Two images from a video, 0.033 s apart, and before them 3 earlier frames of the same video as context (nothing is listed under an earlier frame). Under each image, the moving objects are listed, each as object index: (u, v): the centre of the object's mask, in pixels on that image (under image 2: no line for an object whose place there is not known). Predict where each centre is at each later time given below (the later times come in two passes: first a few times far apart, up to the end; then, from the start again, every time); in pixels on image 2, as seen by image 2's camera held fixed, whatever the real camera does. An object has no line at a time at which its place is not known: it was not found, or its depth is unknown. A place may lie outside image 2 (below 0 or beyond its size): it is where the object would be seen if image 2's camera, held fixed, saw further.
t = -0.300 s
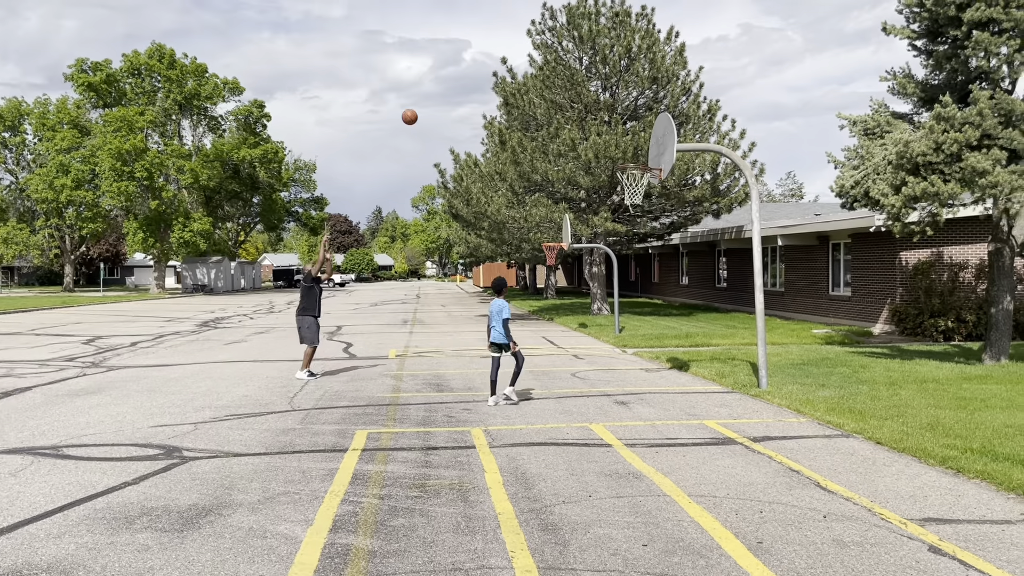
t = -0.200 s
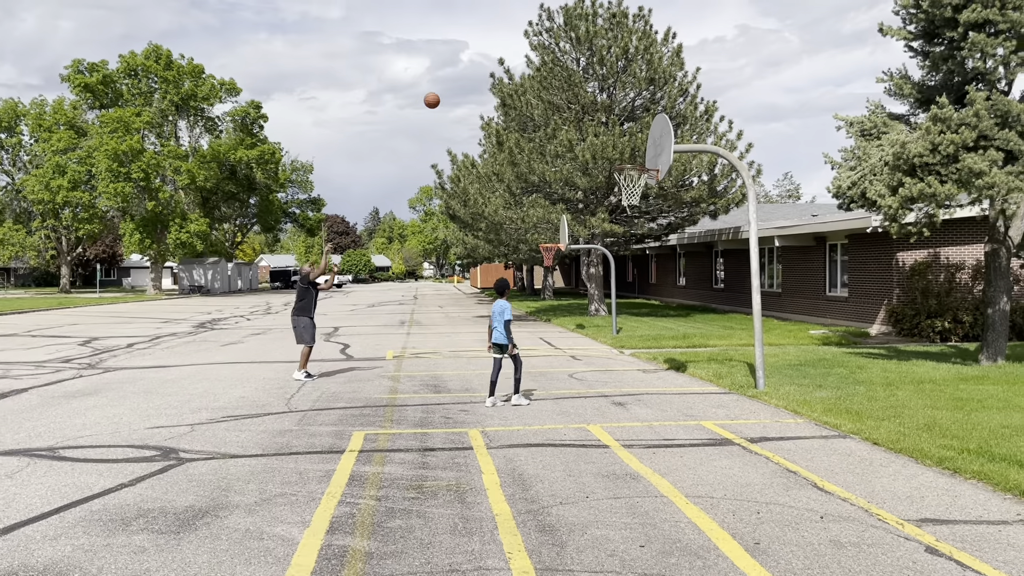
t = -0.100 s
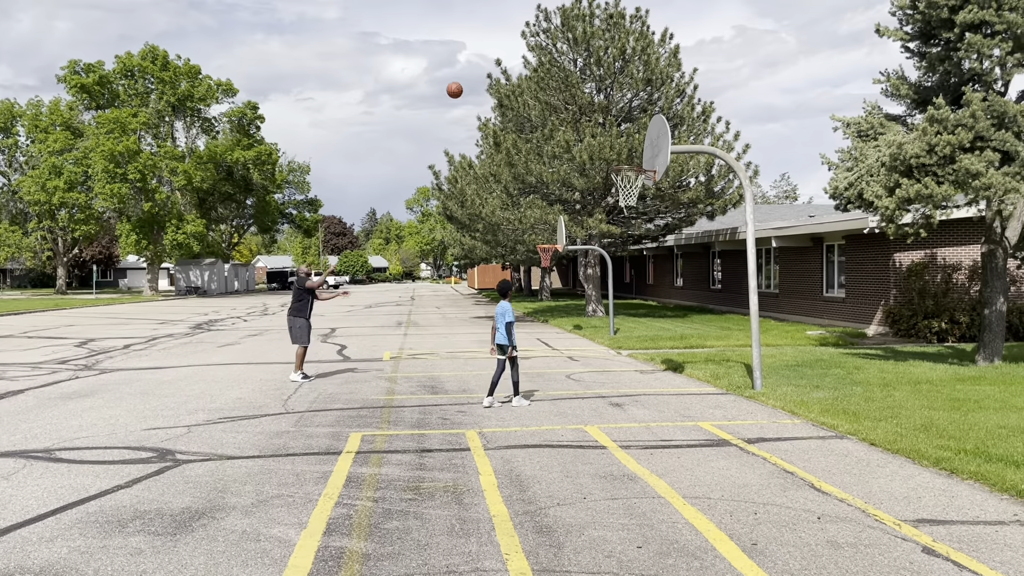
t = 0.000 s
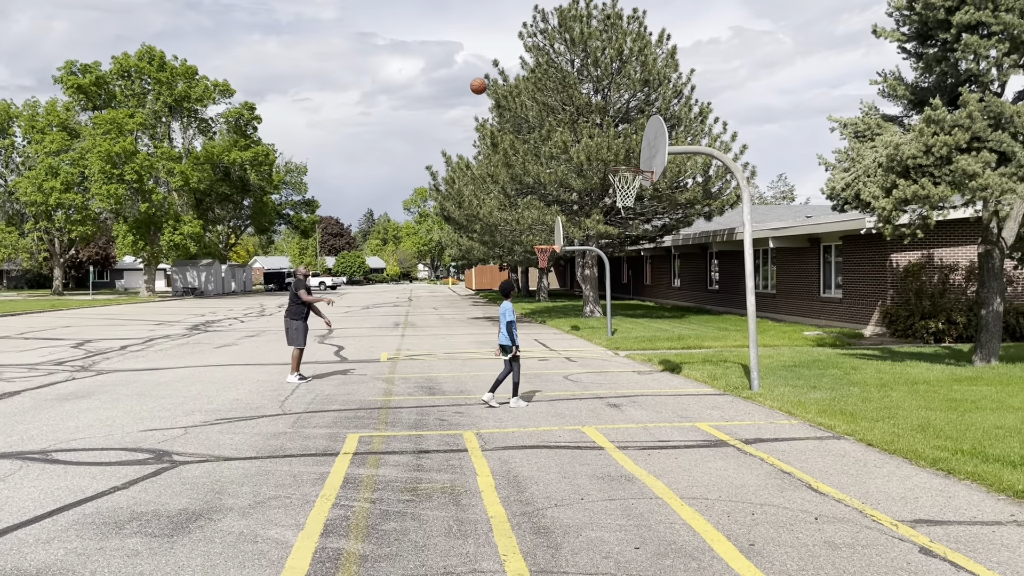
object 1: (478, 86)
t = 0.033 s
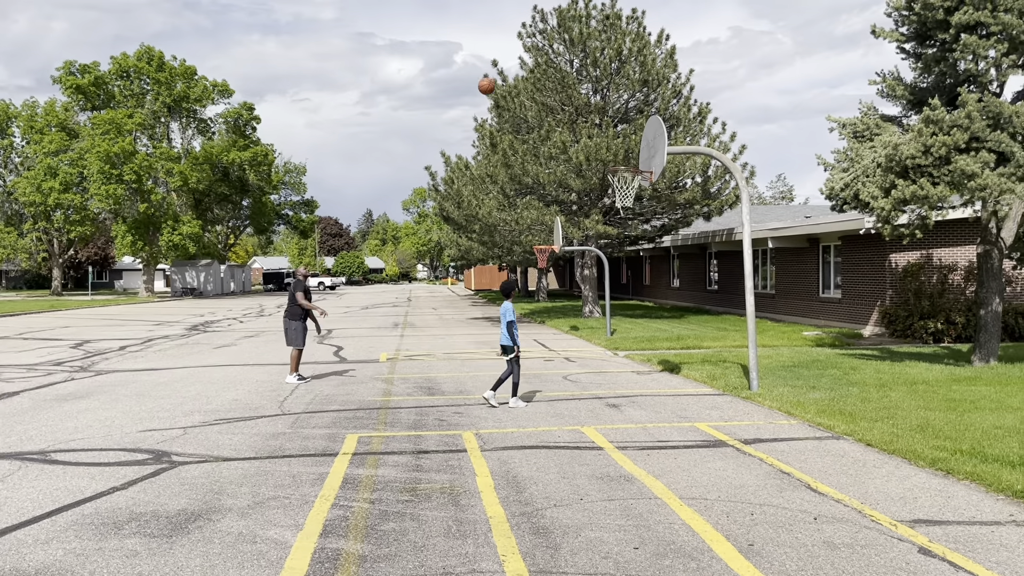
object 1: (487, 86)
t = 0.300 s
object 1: (561, 115)
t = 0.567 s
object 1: (630, 176)
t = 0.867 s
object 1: (609, 179)
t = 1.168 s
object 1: (626, 211)
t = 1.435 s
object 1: (646, 278)
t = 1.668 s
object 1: (665, 378)
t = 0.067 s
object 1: (495, 87)
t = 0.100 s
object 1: (505, 89)
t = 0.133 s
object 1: (514, 91)
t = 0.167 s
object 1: (523, 93)
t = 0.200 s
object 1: (532, 98)
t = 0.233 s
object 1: (542, 102)
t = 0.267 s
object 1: (551, 109)
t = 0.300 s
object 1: (561, 115)
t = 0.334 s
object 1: (570, 122)
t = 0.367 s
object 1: (580, 130)
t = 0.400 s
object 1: (589, 139)
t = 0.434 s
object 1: (599, 148)
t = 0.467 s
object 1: (609, 158)
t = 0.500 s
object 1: (618, 164)
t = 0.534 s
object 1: (629, 171)
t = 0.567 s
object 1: (630, 176)
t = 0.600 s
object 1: (625, 179)
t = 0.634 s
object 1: (619, 182)
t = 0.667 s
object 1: (615, 182)
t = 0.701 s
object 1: (612, 181)
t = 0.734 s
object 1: (610, 180)
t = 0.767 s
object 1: (609, 179)
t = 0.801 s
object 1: (608, 179)
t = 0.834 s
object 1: (608, 178)
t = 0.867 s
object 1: (609, 179)
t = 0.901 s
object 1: (610, 181)
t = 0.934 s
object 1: (610, 183)
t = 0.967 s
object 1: (611, 186)
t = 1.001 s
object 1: (614, 189)
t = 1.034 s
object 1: (616, 192)
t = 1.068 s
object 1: (617, 194)
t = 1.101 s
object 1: (621, 202)
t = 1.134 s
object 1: (623, 209)
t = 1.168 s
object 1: (626, 211)
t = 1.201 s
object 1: (628, 216)
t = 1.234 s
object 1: (631, 222)
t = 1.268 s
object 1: (633, 230)
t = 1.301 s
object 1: (636, 238)
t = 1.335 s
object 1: (638, 247)
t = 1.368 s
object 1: (641, 257)
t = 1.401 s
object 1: (644, 267)
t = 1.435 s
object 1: (646, 278)
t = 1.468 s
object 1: (649, 290)
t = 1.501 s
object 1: (652, 303)
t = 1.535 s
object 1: (654, 316)
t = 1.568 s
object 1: (657, 331)
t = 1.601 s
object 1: (660, 346)
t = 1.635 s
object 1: (663, 361)
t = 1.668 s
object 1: (665, 378)
